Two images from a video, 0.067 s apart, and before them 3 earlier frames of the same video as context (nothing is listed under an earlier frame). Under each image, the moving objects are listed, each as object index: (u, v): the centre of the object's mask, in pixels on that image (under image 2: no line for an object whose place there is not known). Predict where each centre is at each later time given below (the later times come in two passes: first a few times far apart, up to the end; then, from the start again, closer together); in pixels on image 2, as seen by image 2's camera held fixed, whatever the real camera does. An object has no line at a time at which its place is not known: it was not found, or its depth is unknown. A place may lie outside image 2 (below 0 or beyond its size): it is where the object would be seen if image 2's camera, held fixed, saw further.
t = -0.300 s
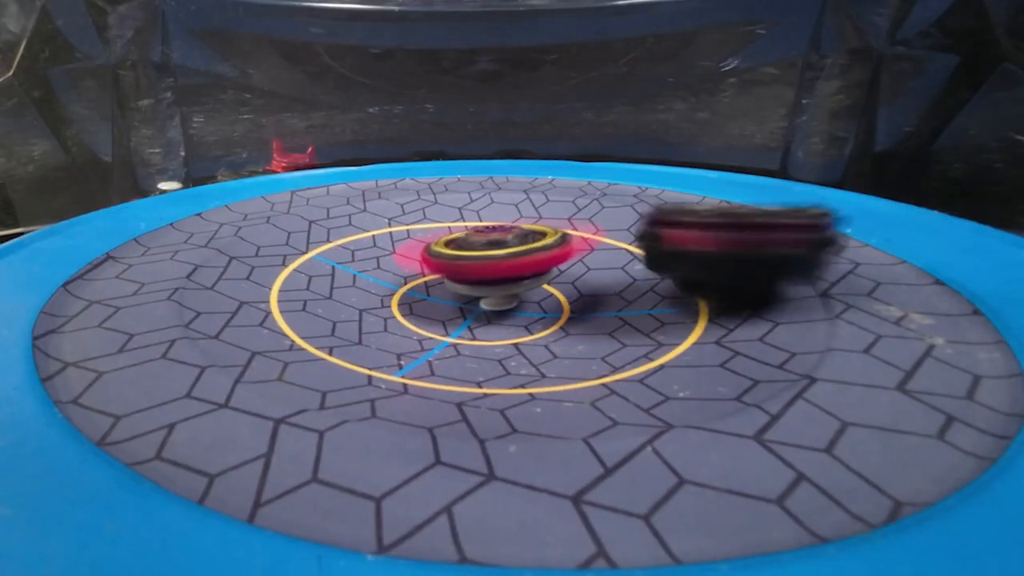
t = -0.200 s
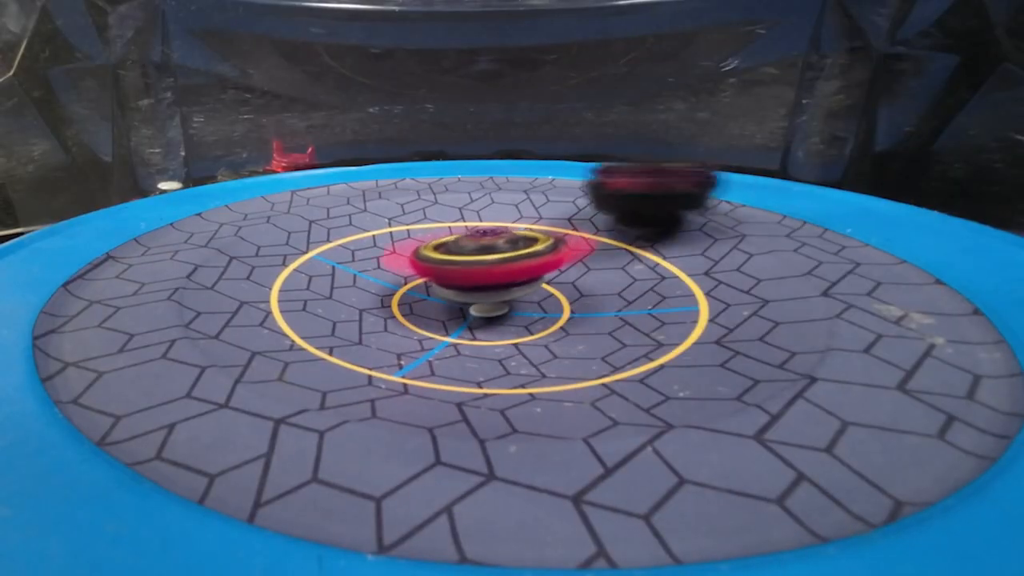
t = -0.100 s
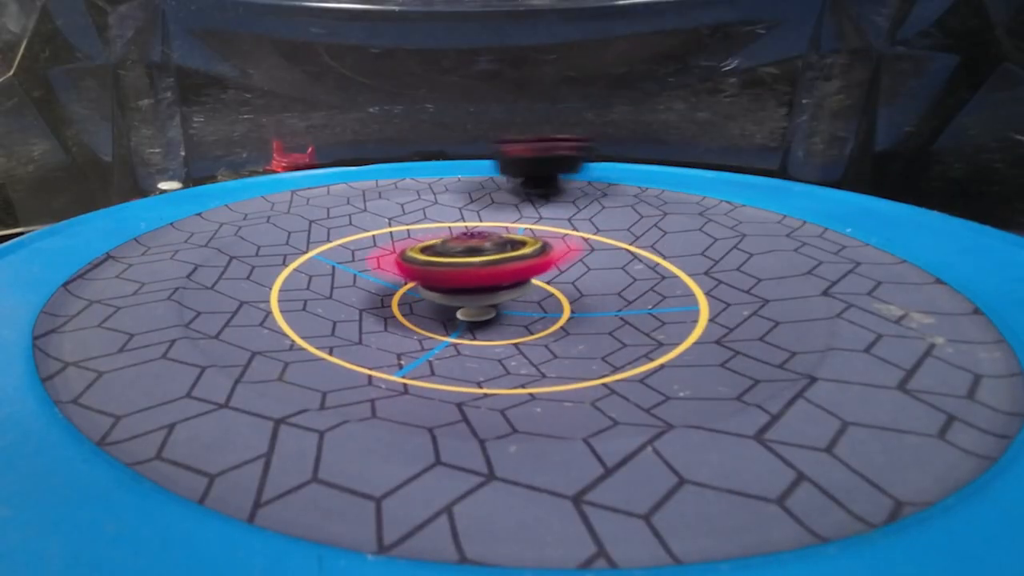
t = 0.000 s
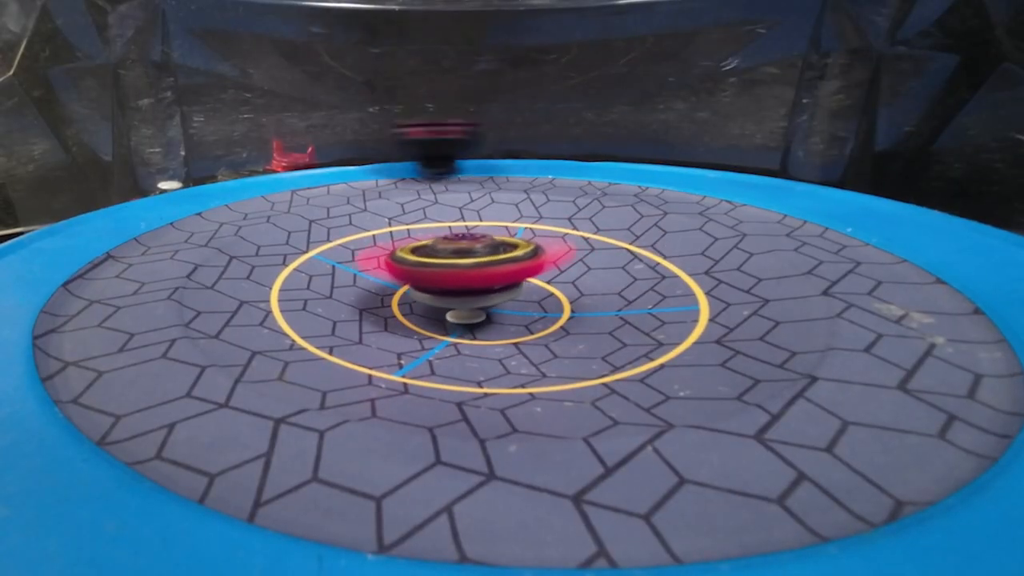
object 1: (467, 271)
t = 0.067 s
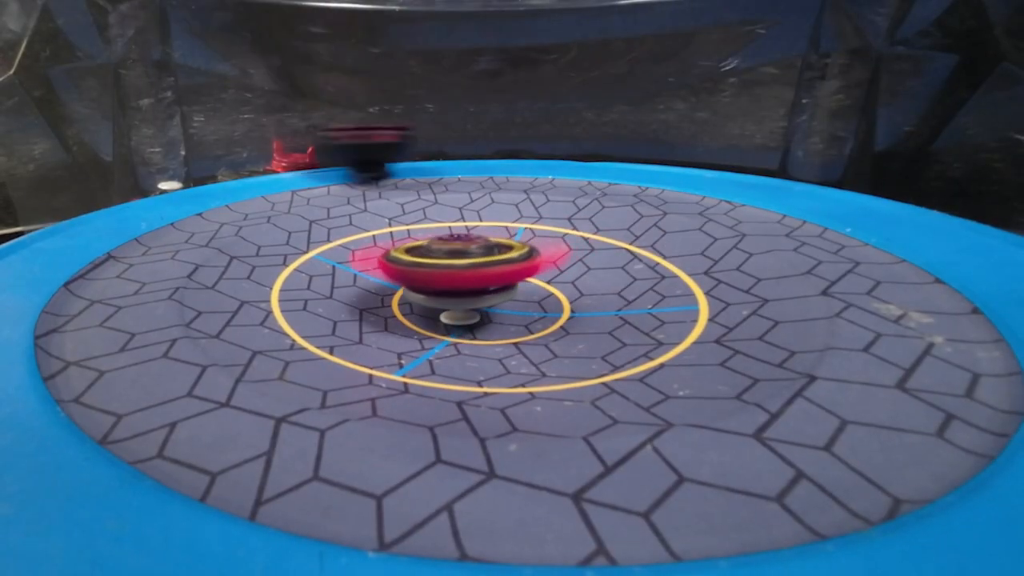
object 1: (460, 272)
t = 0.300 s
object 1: (459, 269)
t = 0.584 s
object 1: (461, 262)
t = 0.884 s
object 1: (465, 258)
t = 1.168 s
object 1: (469, 256)
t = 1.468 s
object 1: (471, 249)
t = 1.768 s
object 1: (561, 226)
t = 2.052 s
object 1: (606, 205)
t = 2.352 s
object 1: (547, 262)
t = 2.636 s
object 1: (551, 275)
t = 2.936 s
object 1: (513, 272)
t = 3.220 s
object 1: (506, 278)
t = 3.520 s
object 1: (500, 287)
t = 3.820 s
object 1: (501, 278)
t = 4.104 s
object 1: (476, 265)
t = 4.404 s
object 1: (387, 259)
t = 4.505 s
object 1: (375, 255)
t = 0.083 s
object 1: (459, 272)
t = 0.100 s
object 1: (459, 272)
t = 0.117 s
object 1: (458, 272)
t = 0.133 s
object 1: (457, 272)
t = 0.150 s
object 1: (457, 272)
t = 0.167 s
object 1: (456, 272)
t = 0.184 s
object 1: (457, 272)
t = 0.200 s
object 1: (458, 271)
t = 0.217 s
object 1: (457, 271)
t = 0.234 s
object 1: (457, 271)
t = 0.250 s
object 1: (457, 270)
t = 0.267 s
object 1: (457, 270)
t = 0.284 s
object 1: (458, 270)
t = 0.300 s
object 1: (459, 269)
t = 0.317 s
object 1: (458, 269)
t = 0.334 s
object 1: (458, 269)
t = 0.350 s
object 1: (458, 268)
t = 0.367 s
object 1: (458, 268)
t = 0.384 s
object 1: (457, 267)
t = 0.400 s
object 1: (457, 267)
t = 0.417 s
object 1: (458, 267)
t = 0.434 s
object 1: (459, 266)
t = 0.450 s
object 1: (458, 265)
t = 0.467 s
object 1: (458, 265)
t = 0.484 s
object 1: (458, 265)
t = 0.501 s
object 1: (459, 264)
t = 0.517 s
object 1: (459, 264)
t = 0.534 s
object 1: (459, 264)
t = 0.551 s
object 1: (460, 263)
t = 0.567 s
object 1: (460, 263)
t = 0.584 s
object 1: (461, 262)
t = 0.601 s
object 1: (462, 262)
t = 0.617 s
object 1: (462, 261)
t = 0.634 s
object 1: (463, 261)
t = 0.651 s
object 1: (463, 260)
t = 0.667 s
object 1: (464, 260)
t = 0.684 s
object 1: (464, 260)
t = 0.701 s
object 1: (465, 259)
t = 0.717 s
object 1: (465, 259)
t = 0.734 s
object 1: (465, 259)
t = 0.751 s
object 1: (466, 259)
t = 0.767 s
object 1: (466, 259)
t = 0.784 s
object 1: (467, 258)
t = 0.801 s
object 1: (467, 258)
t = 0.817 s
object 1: (468, 258)
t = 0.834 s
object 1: (468, 258)
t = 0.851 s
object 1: (464, 258)
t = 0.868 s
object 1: (464, 259)
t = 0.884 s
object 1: (465, 258)
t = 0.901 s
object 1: (467, 258)
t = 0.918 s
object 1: (469, 257)
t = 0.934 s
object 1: (470, 257)
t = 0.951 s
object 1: (471, 256)
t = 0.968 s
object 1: (472, 256)
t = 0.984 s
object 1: (473, 256)
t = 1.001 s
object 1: (474, 255)
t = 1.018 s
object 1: (475, 255)
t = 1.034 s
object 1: (474, 255)
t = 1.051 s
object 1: (473, 256)
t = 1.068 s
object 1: (472, 256)
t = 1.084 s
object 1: (470, 257)
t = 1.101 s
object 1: (469, 257)
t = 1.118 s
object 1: (468, 257)
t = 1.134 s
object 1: (468, 257)
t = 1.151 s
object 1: (468, 257)
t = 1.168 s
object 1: (469, 256)
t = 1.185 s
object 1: (468, 256)
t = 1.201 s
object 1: (468, 256)
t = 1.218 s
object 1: (468, 255)
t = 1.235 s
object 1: (469, 254)
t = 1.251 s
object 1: (468, 254)
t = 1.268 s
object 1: (468, 254)
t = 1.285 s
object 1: (469, 253)
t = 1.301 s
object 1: (469, 253)
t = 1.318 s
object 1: (469, 252)
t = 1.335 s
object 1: (469, 252)
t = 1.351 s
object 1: (469, 251)
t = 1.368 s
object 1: (471, 250)
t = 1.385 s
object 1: (470, 249)
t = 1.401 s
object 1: (469, 249)
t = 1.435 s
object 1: (470, 250)
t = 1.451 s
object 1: (471, 249)
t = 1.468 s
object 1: (471, 249)
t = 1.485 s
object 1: (472, 249)
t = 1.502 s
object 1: (472, 249)
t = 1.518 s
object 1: (472, 249)
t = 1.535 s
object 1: (472, 248)
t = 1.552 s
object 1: (473, 248)
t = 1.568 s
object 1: (473, 248)
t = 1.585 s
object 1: (474, 248)
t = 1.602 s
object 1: (476, 248)
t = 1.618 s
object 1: (483, 247)
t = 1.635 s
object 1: (491, 246)
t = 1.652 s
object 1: (503, 242)
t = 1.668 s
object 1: (514, 241)
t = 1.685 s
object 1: (524, 238)
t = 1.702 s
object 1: (534, 236)
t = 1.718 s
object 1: (543, 234)
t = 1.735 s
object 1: (549, 231)
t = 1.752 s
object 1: (555, 228)
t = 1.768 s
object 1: (561, 226)
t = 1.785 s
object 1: (570, 225)
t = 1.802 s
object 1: (579, 222)
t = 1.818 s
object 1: (587, 219)
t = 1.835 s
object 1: (595, 217)
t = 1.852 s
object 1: (602, 214)
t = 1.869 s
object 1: (607, 211)
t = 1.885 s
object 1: (610, 208)
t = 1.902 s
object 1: (613, 206)
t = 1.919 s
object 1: (614, 204)
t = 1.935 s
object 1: (614, 202)
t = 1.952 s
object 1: (614, 201)
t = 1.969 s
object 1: (614, 201)
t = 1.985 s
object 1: (613, 201)
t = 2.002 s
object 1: (613, 202)
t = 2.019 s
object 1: (610, 203)
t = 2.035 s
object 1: (609, 204)
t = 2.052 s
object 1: (606, 205)
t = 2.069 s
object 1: (604, 207)
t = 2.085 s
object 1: (600, 209)
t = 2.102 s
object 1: (597, 211)
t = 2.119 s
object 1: (592, 213)
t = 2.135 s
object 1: (587, 215)
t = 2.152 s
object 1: (581, 218)
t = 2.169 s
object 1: (576, 220)
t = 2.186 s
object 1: (570, 224)
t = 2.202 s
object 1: (565, 227)
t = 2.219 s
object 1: (561, 232)
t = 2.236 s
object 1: (558, 235)
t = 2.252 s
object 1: (556, 240)
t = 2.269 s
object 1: (553, 245)
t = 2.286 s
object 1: (552, 249)
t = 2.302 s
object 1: (549, 253)
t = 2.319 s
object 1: (550, 256)
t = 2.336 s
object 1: (549, 260)
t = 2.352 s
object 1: (547, 262)
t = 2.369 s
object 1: (547, 264)
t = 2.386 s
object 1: (543, 268)
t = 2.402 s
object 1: (543, 268)
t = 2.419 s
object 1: (541, 270)
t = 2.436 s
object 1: (540, 271)
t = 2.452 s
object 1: (540, 272)
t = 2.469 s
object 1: (539, 273)
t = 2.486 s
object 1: (540, 273)
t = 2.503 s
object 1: (543, 274)
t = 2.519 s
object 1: (545, 274)
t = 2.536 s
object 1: (549, 274)
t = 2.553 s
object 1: (551, 275)
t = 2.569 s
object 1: (551, 275)
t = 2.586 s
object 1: (555, 275)
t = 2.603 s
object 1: (554, 275)
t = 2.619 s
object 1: (551, 275)
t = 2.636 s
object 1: (551, 275)
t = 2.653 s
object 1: (546, 275)
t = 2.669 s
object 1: (544, 274)
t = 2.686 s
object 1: (542, 274)
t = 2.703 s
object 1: (539, 275)
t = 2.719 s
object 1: (538, 274)
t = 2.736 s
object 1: (537, 273)
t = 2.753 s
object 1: (534, 273)
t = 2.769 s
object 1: (531, 273)
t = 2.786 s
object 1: (529, 273)
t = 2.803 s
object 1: (526, 273)
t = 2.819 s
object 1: (524, 273)
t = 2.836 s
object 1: (521, 273)
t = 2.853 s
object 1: (519, 273)
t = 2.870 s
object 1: (518, 273)
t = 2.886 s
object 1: (517, 272)
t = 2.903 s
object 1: (515, 272)
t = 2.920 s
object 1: (513, 272)
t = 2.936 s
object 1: (513, 272)
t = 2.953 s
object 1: (511, 272)
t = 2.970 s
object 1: (509, 272)
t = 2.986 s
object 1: (509, 272)
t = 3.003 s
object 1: (508, 271)
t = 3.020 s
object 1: (508, 272)
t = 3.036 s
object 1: (507, 272)
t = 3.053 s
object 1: (508, 273)
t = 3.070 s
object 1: (507, 273)
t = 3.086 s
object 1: (507, 274)
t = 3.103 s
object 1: (508, 274)
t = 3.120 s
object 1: (507, 275)
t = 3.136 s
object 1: (507, 275)
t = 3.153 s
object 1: (507, 275)
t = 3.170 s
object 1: (507, 276)
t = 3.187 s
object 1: (507, 277)
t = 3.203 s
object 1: (507, 277)
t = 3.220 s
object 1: (506, 278)
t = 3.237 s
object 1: (506, 280)
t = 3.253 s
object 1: (505, 281)
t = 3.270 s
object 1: (504, 282)
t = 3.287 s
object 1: (503, 283)
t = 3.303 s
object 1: (503, 284)
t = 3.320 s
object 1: (503, 285)
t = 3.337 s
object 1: (503, 286)
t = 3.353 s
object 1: (503, 287)
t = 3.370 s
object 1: (502, 287)
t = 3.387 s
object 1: (501, 287)
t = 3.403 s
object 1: (500, 288)
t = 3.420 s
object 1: (500, 288)
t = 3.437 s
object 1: (500, 289)
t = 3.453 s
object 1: (500, 288)
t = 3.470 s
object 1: (500, 288)
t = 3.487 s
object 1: (500, 288)
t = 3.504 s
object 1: (500, 287)
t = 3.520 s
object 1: (500, 287)
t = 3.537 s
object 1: (497, 288)
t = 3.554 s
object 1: (492, 289)
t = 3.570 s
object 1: (489, 289)
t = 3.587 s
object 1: (484, 290)
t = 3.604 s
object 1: (481, 290)
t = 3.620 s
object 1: (480, 290)
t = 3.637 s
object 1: (480, 290)
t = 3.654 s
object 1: (479, 290)
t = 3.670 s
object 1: (479, 290)
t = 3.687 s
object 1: (481, 290)
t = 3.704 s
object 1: (482, 289)
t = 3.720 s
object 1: (483, 289)
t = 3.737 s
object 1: (485, 287)
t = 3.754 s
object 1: (487, 286)
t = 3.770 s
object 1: (490, 284)
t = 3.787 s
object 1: (494, 282)
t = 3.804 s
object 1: (497, 280)
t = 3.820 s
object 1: (501, 278)
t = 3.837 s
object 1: (505, 276)
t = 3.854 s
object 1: (509, 273)
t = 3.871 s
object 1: (512, 271)
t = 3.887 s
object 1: (514, 266)
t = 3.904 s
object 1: (516, 272)
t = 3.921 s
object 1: (516, 273)
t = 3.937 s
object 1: (516, 272)
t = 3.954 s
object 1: (514, 272)
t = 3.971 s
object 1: (513, 272)
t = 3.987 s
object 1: (510, 272)
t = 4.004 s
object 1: (507, 272)
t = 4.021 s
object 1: (503, 272)
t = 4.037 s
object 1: (498, 266)
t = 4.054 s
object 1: (494, 268)
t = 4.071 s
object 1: (487, 268)
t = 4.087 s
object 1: (482, 265)
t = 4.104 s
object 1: (476, 265)
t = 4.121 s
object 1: (468, 267)
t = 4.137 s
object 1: (464, 265)
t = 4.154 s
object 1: (457, 262)
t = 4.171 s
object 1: (447, 270)
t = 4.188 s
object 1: (440, 270)
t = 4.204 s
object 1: (435, 268)
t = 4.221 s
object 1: (430, 262)
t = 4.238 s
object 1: (424, 261)
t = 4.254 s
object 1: (420, 261)
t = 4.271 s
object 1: (411, 263)
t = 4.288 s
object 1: (408, 264)
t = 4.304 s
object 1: (403, 262)
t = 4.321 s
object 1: (400, 261)
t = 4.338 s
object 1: (397, 261)
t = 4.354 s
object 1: (394, 261)
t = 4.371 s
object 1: (393, 260)
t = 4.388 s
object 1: (393, 260)
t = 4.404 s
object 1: (387, 259)
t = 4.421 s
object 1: (380, 259)
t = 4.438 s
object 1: (375, 258)
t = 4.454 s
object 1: (373, 256)
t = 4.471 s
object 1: (372, 256)
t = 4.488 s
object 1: (372, 255)
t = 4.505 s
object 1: (375, 255)
